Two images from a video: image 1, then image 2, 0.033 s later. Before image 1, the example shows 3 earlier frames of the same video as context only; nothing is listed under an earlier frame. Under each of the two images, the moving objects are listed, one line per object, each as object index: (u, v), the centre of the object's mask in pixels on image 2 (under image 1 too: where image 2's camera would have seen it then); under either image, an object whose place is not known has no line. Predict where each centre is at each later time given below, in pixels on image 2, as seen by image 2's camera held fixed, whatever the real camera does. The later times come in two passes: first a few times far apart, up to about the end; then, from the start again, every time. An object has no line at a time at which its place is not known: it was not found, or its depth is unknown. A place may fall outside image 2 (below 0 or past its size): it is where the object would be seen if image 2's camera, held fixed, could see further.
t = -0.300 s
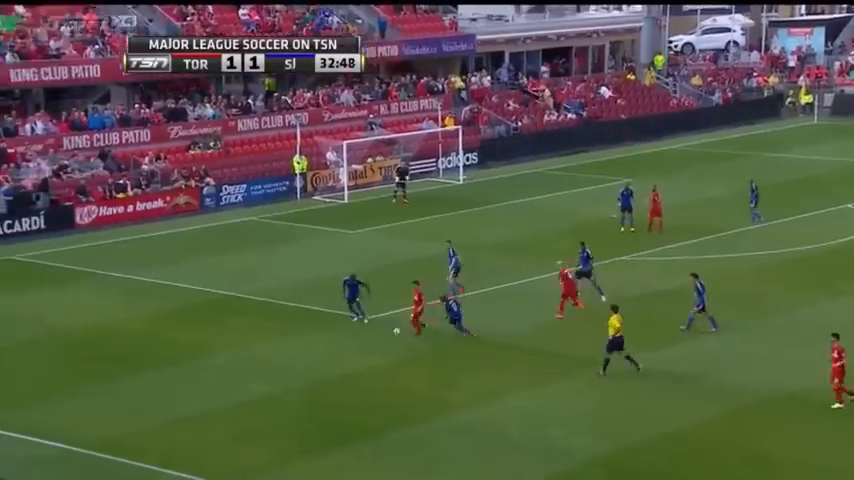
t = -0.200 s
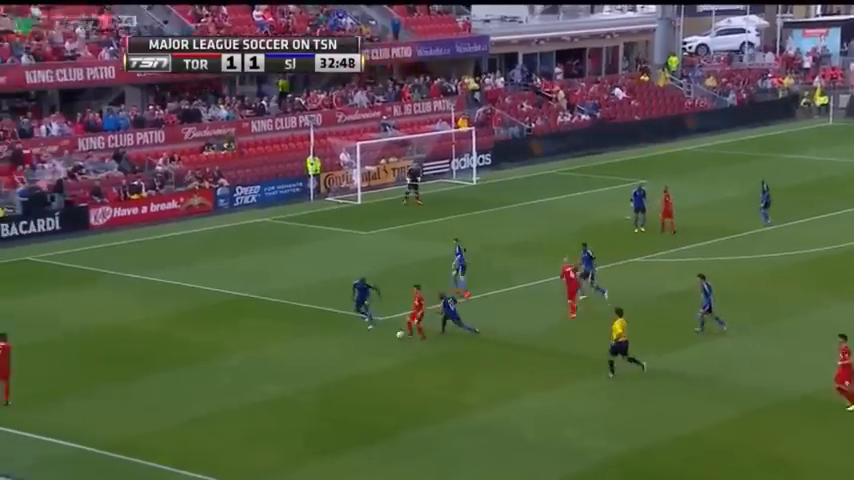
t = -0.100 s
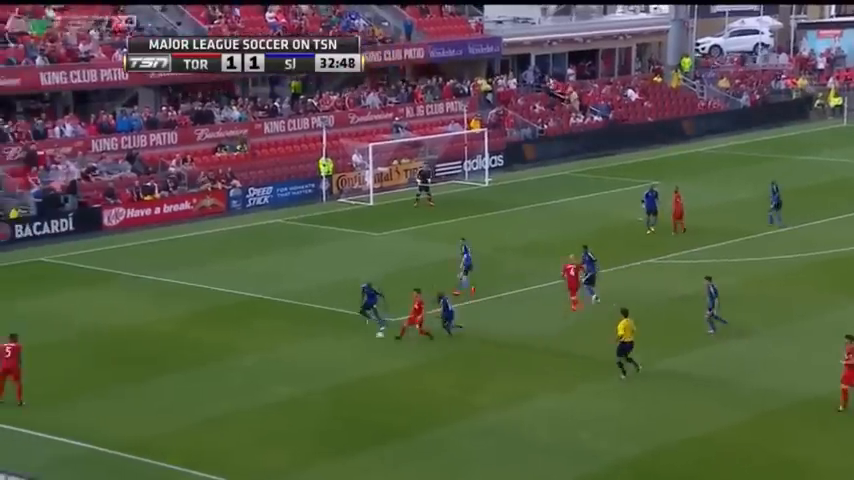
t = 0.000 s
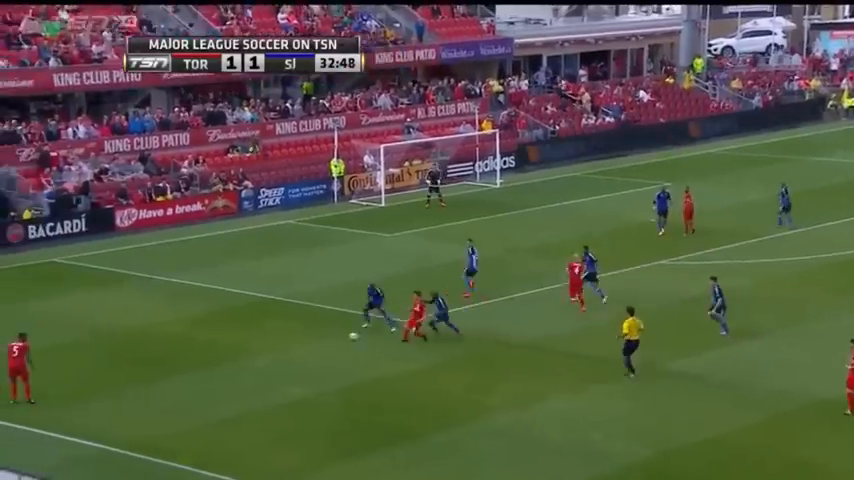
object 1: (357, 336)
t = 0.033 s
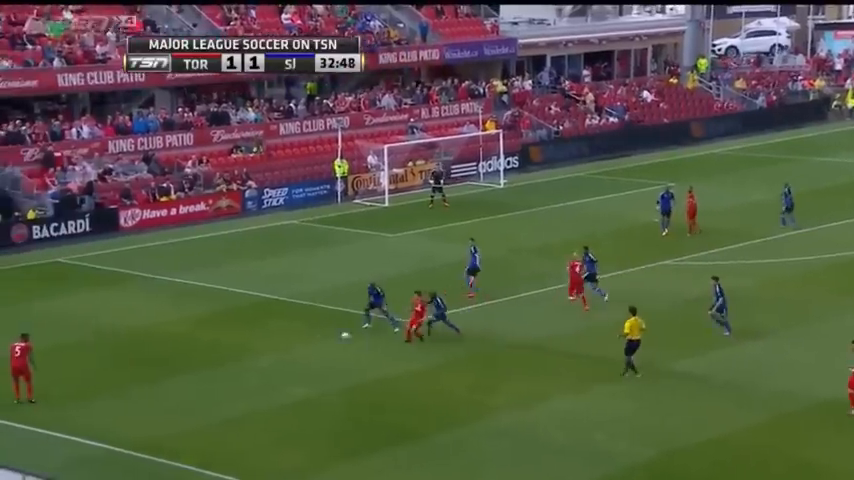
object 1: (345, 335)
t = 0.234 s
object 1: (278, 334)
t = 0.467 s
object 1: (209, 334)
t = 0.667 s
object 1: (158, 335)
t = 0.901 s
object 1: (107, 335)
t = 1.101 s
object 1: (68, 336)
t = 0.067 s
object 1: (333, 335)
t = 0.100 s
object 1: (321, 335)
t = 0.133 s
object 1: (311, 335)
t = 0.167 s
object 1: (300, 335)
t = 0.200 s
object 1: (289, 335)
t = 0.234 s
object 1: (278, 334)
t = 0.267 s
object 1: (268, 334)
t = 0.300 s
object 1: (258, 335)
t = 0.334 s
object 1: (248, 334)
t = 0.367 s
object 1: (238, 334)
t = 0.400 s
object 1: (228, 334)
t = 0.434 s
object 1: (219, 334)
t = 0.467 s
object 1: (209, 334)
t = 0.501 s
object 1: (200, 334)
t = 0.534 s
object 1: (192, 334)
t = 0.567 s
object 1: (183, 334)
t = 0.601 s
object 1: (175, 334)
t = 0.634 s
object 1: (167, 334)
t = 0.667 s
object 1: (158, 335)
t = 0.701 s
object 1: (151, 334)
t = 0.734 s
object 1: (143, 334)
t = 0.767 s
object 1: (136, 334)
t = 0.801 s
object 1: (128, 335)
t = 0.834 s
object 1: (121, 335)
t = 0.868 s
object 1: (114, 334)
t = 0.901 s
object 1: (107, 335)
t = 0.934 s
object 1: (101, 335)
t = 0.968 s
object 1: (94, 335)
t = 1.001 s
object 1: (87, 335)
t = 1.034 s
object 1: (81, 335)
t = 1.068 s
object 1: (74, 335)
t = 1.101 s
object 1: (68, 336)
